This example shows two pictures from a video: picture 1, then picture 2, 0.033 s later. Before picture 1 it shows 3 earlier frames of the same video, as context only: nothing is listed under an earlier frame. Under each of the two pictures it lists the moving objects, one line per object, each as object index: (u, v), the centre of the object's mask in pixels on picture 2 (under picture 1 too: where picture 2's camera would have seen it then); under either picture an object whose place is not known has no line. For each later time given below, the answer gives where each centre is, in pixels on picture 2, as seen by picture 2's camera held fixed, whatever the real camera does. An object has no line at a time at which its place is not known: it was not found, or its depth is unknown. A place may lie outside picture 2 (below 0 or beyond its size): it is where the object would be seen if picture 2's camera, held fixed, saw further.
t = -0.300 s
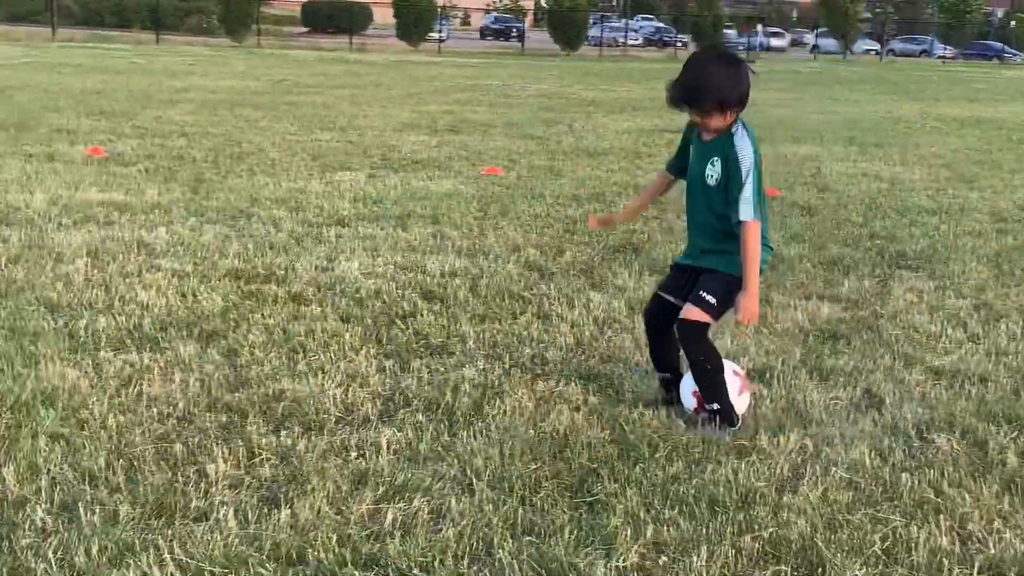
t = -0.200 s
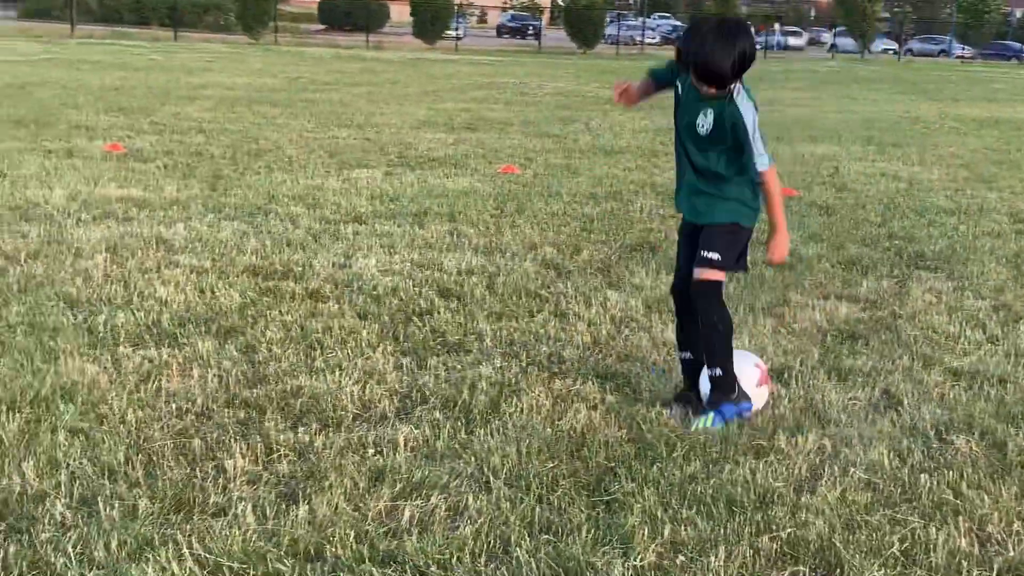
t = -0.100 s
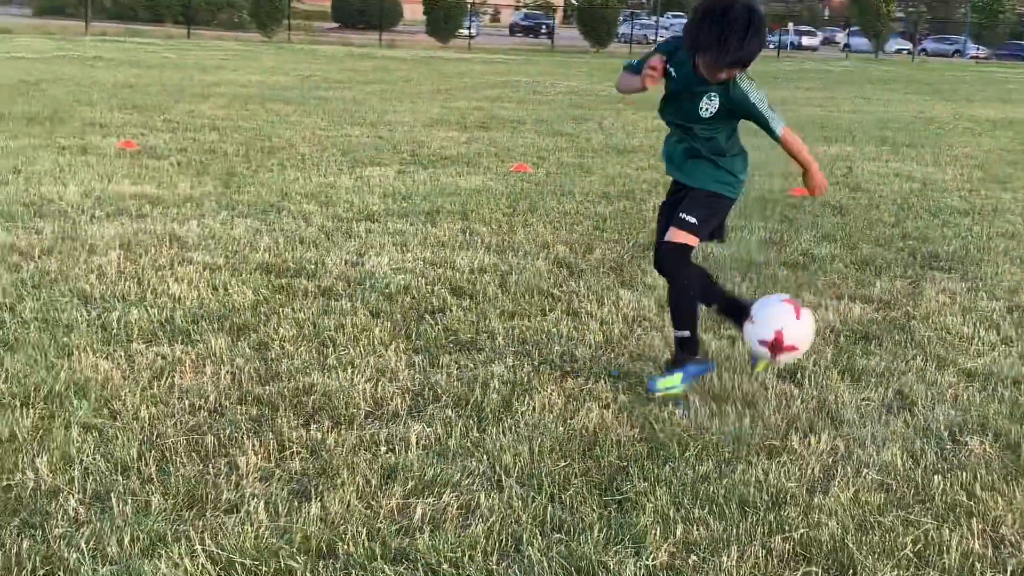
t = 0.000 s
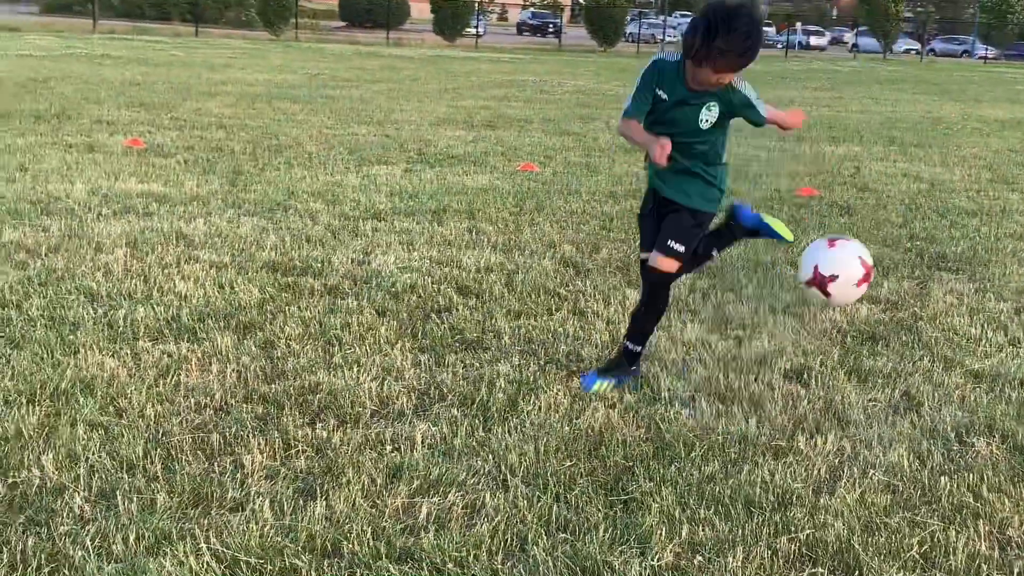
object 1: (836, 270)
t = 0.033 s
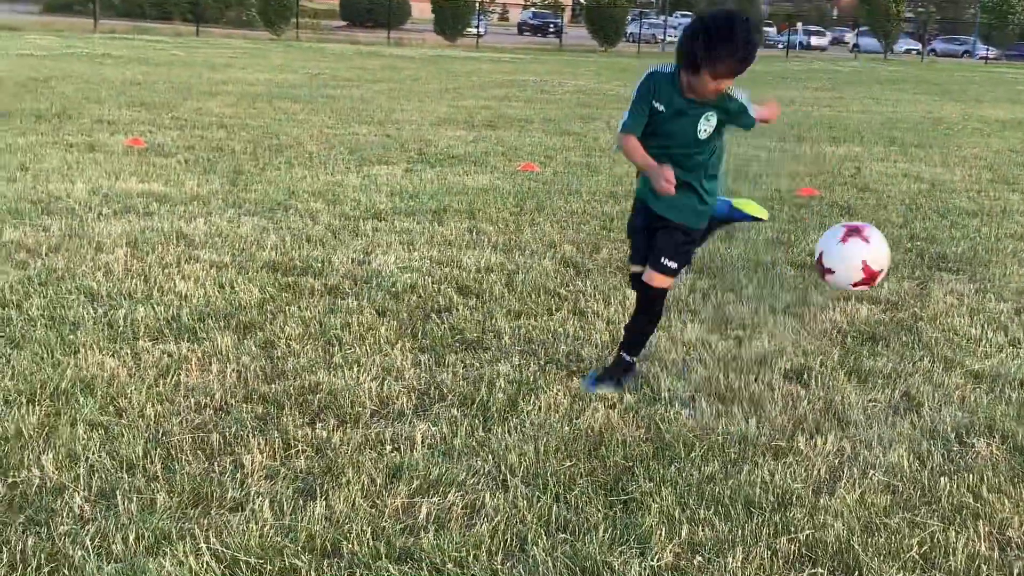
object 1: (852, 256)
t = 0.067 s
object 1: (868, 247)
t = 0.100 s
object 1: (884, 240)
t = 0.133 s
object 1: (898, 238)
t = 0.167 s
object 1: (913, 239)
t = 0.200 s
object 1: (926, 245)
